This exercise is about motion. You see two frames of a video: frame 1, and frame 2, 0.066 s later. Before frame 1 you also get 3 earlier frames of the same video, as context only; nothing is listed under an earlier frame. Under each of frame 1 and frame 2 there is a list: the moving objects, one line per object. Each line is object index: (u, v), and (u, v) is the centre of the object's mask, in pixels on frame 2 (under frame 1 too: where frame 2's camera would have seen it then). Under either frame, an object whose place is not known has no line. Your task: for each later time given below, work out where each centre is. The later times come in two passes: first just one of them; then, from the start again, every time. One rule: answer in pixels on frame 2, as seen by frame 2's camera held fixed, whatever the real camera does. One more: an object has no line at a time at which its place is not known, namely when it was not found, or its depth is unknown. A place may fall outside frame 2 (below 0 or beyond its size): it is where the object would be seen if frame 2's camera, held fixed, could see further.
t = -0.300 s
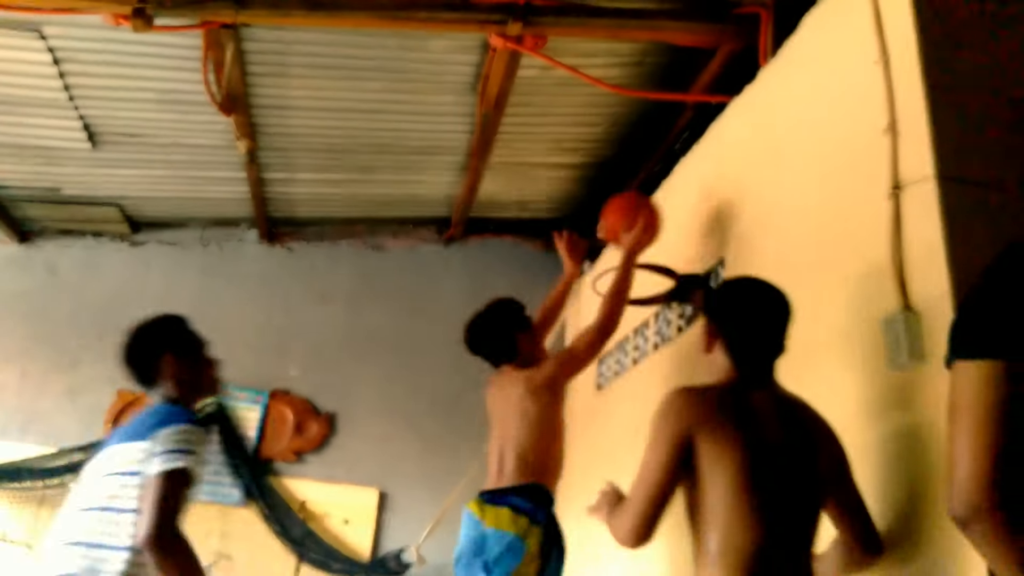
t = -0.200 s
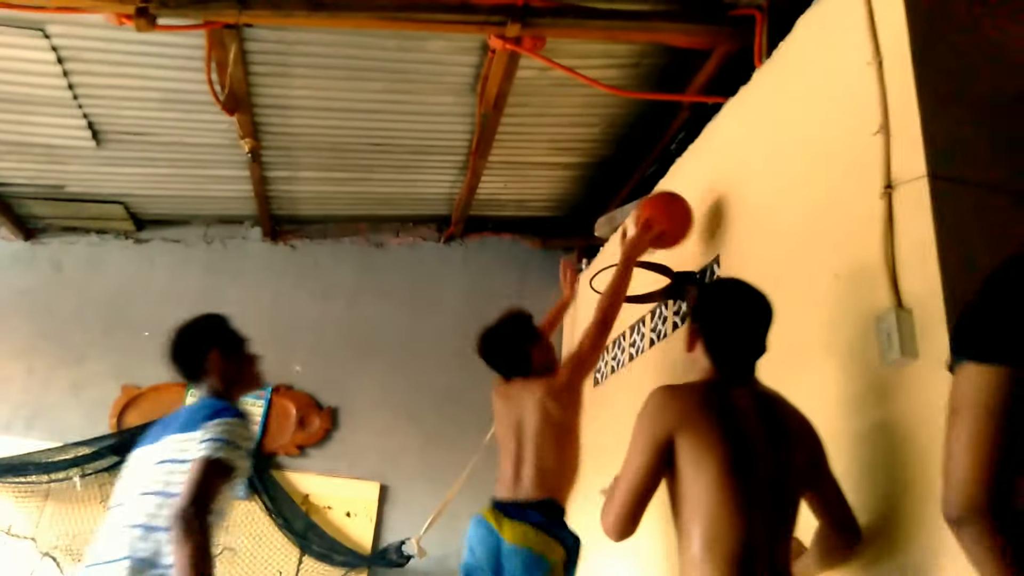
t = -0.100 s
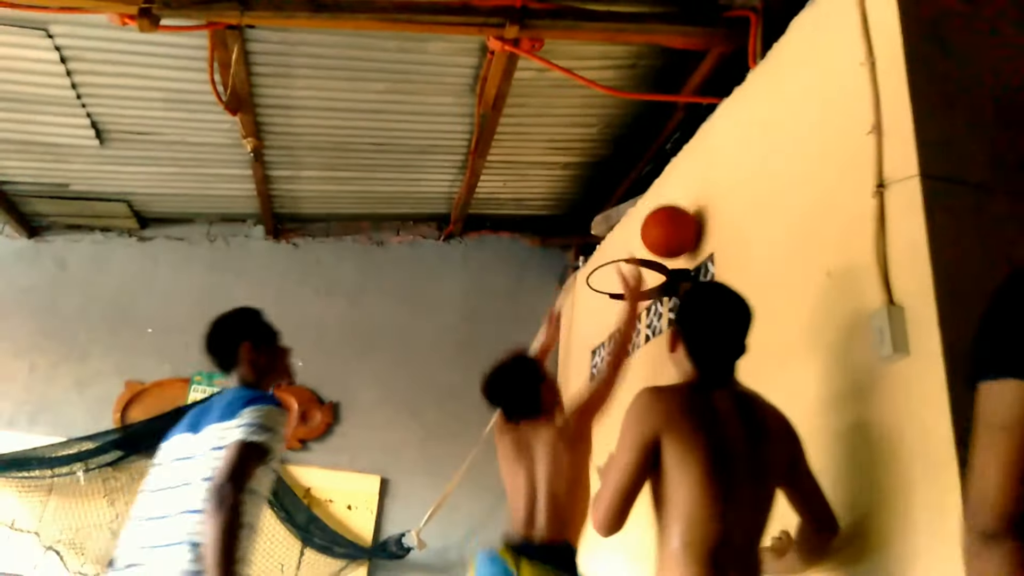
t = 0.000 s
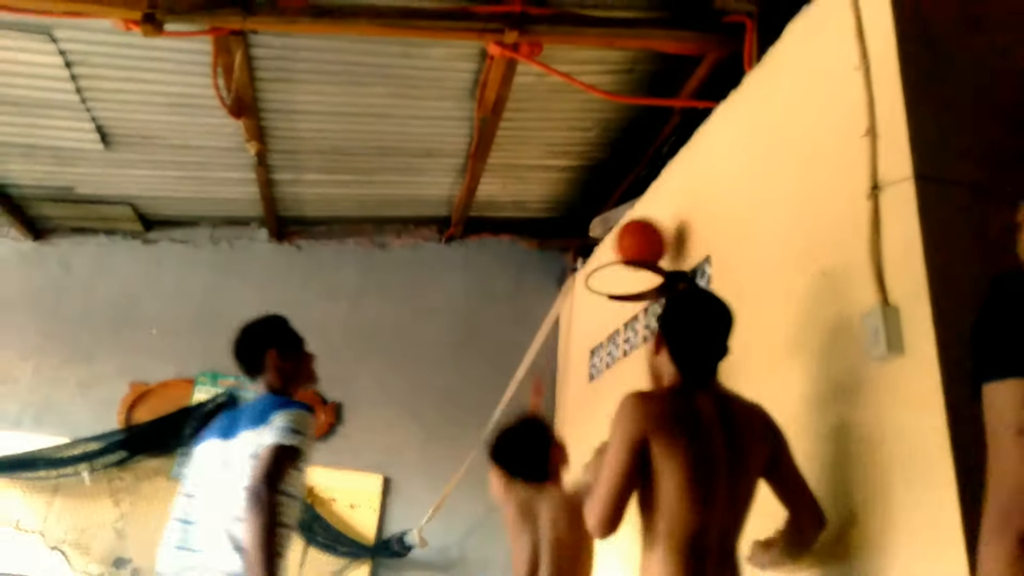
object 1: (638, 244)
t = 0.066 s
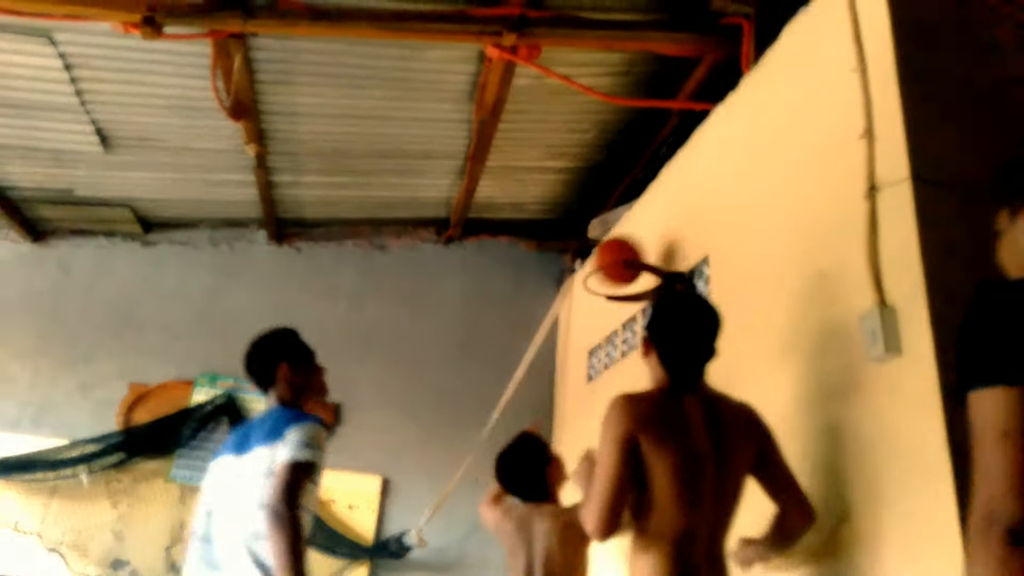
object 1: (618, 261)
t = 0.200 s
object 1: (605, 270)
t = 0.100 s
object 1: (610, 272)
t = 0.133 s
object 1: (606, 273)
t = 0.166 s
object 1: (605, 271)
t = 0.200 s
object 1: (605, 270)
